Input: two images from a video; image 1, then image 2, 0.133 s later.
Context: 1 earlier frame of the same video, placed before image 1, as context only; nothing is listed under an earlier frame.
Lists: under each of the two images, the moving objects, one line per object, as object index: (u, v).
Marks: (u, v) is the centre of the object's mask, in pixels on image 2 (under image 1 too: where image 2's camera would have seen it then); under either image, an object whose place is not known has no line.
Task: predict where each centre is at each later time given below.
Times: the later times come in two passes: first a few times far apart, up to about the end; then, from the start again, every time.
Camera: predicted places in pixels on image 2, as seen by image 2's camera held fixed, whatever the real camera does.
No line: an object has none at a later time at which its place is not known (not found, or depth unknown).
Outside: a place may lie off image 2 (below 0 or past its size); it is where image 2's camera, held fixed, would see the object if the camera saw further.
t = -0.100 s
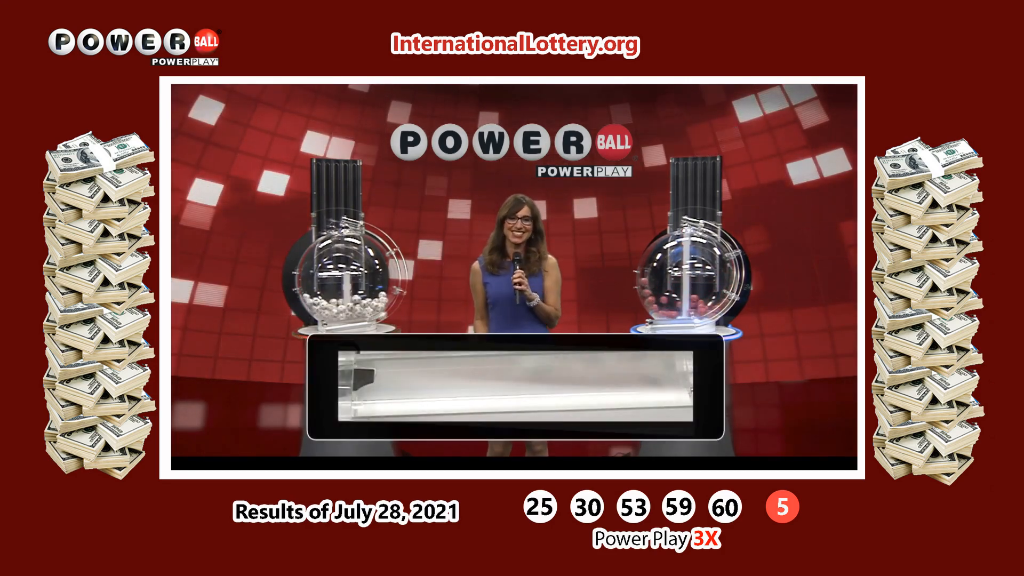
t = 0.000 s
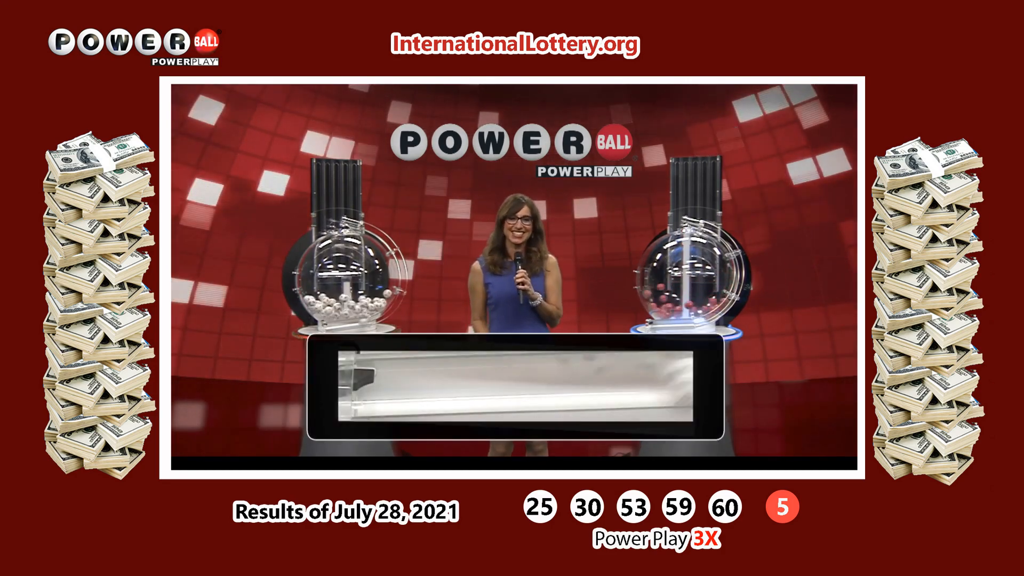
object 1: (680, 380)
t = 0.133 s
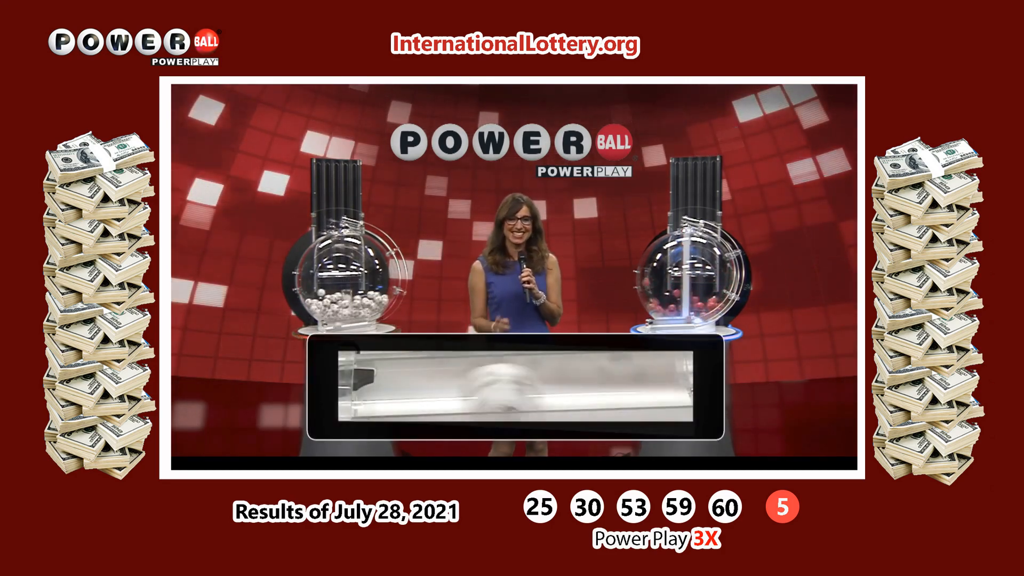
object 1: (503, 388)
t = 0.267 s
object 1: (404, 392)
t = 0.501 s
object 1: (412, 392)
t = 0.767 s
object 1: (385, 393)
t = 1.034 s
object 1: (385, 393)
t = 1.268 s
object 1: (385, 393)
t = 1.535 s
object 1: (385, 393)
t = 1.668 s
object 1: (385, 393)
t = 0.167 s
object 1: (448, 389)
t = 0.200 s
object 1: (397, 392)
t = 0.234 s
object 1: (388, 390)
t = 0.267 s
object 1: (404, 392)
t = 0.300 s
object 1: (414, 391)
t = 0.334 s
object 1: (419, 391)
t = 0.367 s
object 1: (423, 392)
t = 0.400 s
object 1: (423, 391)
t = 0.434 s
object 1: (419, 392)
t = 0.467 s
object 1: (416, 392)
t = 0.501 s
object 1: (412, 392)
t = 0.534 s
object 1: (405, 393)
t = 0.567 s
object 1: (397, 393)
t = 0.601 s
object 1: (389, 393)
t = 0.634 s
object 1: (384, 393)
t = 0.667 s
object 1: (385, 393)
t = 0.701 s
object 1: (385, 393)
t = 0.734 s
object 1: (385, 393)
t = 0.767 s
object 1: (385, 393)
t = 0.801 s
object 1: (385, 393)
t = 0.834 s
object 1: (385, 393)
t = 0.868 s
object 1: (385, 393)
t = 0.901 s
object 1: (385, 393)
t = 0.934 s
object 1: (385, 393)
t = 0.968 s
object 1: (385, 393)
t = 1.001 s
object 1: (385, 393)
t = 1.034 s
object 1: (385, 393)
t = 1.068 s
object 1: (385, 393)
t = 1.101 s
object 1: (385, 393)
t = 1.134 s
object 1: (385, 393)
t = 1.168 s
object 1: (385, 393)
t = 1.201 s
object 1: (385, 393)
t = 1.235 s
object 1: (385, 393)
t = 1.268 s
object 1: (385, 393)
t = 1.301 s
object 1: (385, 393)
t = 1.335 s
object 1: (385, 393)
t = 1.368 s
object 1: (385, 393)
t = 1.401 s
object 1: (385, 393)
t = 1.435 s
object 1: (385, 393)
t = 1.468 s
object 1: (385, 393)
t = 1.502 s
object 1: (385, 393)
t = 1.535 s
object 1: (385, 393)
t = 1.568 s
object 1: (385, 393)
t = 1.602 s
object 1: (385, 393)
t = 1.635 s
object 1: (385, 393)
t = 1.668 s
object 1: (385, 393)
